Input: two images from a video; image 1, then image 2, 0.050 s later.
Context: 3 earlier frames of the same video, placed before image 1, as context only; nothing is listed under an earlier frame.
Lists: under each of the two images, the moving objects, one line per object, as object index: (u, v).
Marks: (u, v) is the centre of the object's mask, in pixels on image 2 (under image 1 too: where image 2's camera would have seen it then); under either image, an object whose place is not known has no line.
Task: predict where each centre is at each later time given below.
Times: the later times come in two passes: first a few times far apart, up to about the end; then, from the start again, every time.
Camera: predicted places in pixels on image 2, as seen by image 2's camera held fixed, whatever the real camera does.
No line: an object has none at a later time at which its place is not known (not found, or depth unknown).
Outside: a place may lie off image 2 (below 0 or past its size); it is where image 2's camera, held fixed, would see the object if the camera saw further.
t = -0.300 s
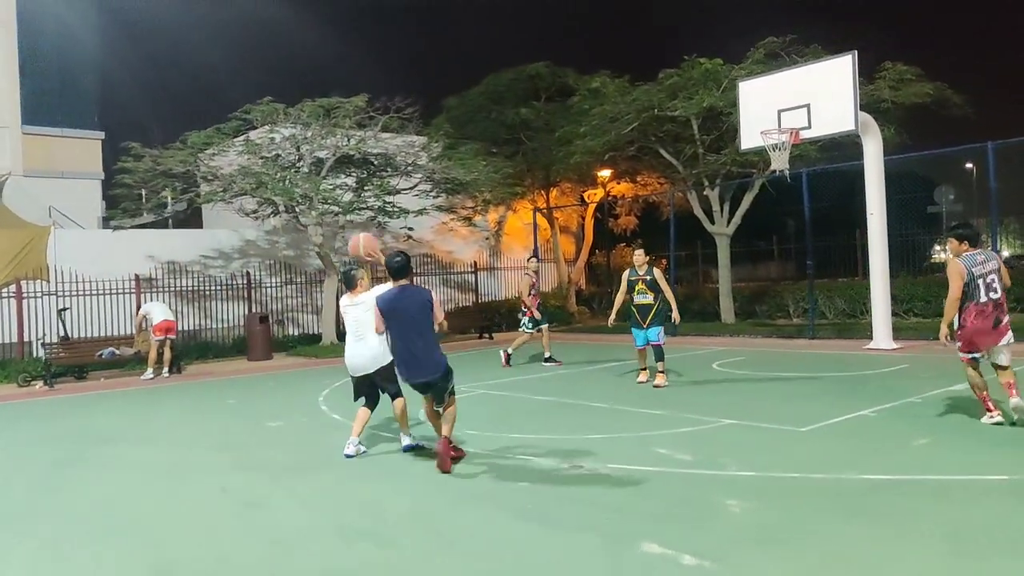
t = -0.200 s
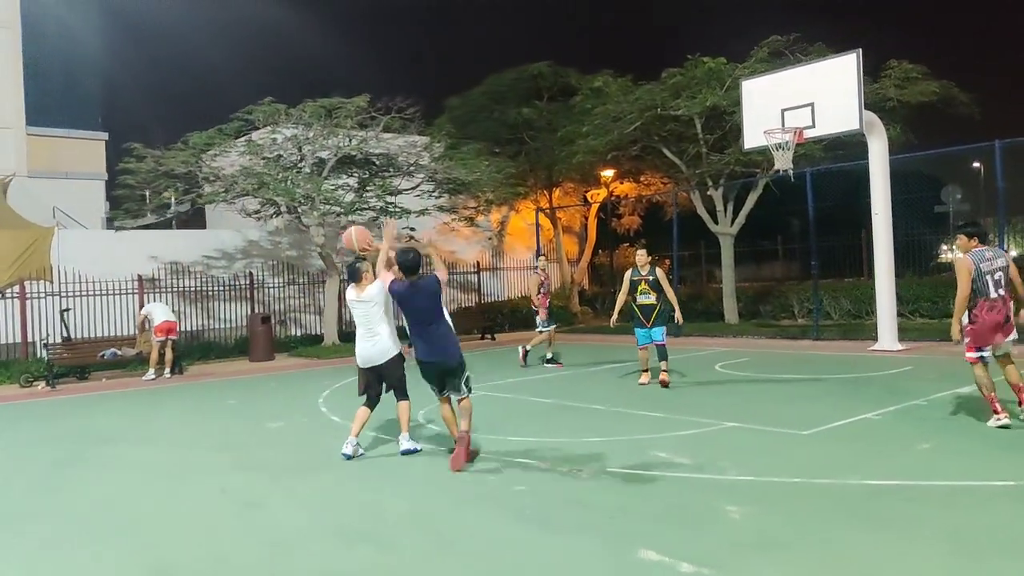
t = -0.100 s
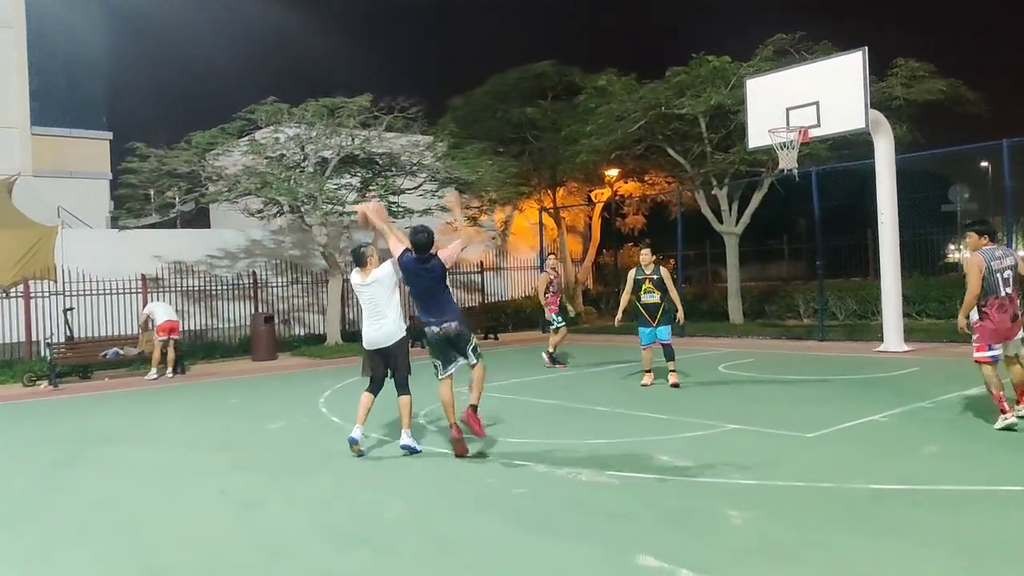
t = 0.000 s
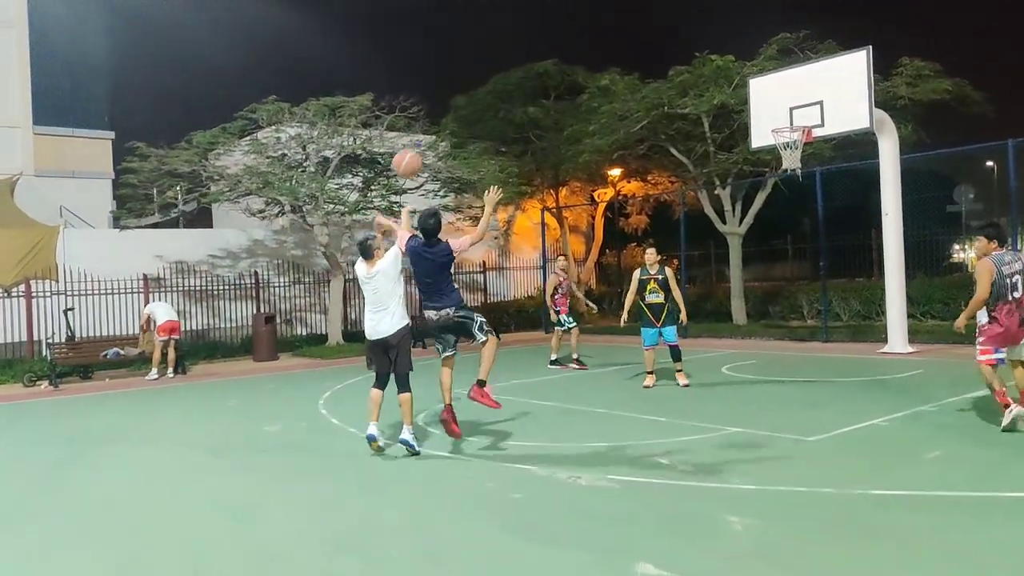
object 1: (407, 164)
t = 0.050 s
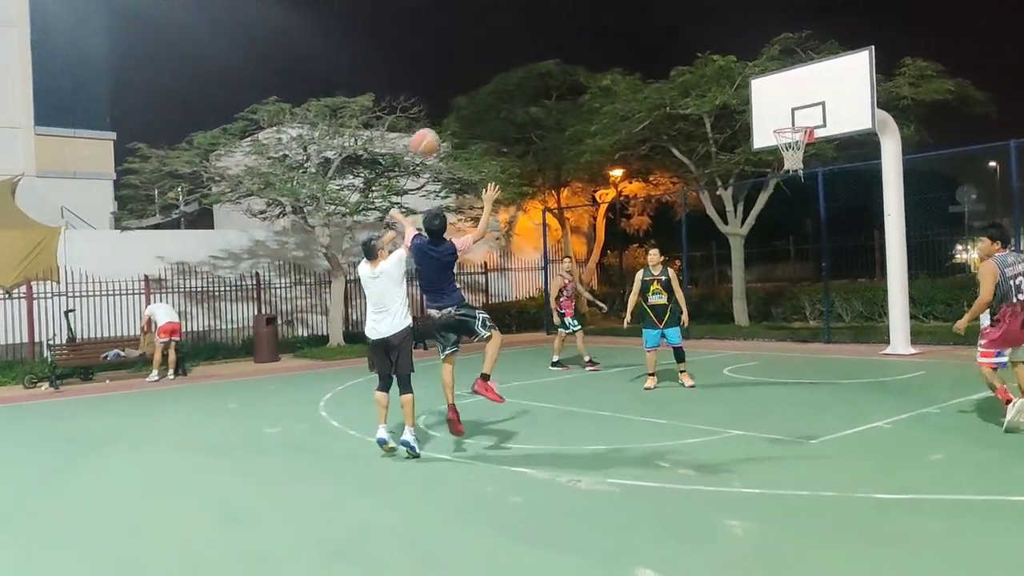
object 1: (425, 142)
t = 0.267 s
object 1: (492, 90)
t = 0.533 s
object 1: (555, 94)
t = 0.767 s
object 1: (600, 140)
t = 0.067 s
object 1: (431, 135)
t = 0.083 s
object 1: (437, 129)
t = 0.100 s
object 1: (442, 124)
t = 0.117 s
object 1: (447, 120)
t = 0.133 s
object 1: (453, 115)
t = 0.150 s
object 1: (458, 110)
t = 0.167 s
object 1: (463, 107)
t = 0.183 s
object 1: (468, 103)
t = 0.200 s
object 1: (473, 99)
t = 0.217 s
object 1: (478, 96)
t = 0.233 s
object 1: (483, 94)
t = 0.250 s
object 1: (487, 92)
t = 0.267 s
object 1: (492, 90)
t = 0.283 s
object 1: (496, 88)
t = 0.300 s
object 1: (500, 87)
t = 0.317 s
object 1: (505, 86)
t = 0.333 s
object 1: (509, 85)
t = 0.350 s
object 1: (513, 85)
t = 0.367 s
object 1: (517, 84)
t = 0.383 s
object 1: (521, 84)
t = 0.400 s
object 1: (525, 84)
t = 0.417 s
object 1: (529, 85)
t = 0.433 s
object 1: (533, 86)
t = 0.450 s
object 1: (536, 87)
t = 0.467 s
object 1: (540, 88)
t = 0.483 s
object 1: (544, 89)
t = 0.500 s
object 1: (547, 90)
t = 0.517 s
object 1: (551, 92)
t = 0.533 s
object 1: (555, 94)
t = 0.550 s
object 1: (558, 96)
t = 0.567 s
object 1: (562, 99)
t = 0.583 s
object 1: (565, 101)
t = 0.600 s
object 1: (568, 104)
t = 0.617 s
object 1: (571, 107)
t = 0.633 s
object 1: (575, 110)
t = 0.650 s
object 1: (578, 113)
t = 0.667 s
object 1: (581, 116)
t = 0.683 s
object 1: (584, 120)
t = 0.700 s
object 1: (587, 124)
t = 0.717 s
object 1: (590, 128)
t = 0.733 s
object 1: (594, 131)
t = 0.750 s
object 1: (597, 136)
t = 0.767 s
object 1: (600, 140)
